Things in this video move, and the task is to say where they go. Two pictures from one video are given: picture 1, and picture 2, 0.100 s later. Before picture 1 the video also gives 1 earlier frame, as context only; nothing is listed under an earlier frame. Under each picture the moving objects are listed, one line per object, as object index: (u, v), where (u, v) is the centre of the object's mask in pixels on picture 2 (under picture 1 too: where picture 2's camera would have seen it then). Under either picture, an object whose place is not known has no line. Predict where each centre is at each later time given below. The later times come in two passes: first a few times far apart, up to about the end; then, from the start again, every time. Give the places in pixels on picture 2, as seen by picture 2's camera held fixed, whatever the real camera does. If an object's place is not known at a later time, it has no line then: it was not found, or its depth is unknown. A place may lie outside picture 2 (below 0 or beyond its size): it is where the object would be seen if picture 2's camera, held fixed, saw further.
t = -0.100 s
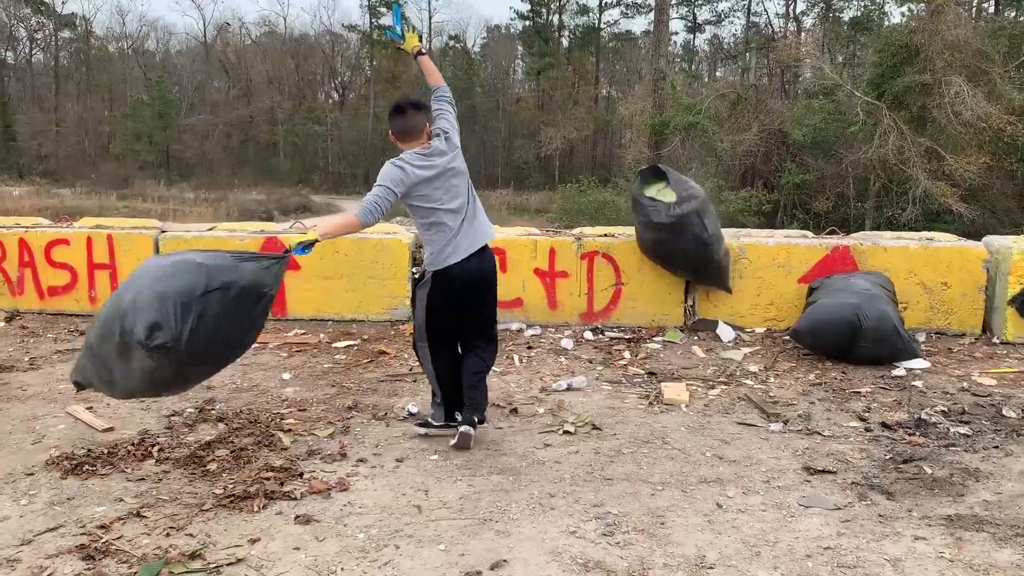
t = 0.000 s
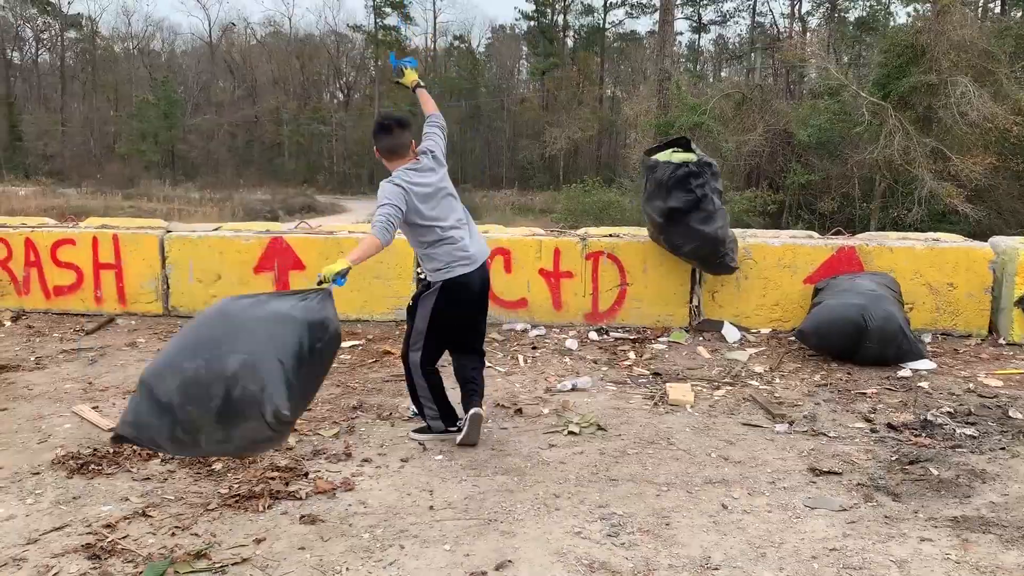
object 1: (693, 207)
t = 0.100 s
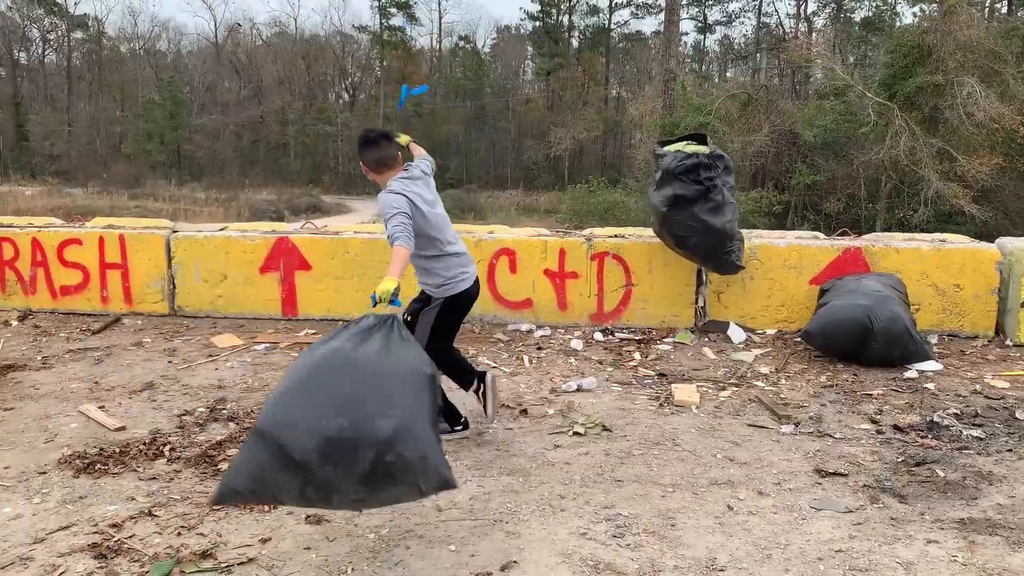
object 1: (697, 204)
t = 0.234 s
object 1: (701, 222)
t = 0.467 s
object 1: (703, 323)
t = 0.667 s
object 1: (705, 316)
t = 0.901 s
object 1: (706, 320)
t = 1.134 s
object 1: (713, 321)
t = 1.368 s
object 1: (724, 322)
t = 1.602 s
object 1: (735, 325)
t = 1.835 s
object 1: (746, 333)
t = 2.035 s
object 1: (749, 335)
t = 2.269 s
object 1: (744, 335)
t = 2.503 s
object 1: (745, 335)
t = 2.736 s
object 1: (745, 336)
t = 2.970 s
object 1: (743, 336)
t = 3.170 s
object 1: (742, 336)
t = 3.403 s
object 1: (741, 336)
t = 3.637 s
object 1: (740, 336)
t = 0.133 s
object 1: (698, 206)
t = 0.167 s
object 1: (699, 210)
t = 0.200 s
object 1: (700, 215)
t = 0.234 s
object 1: (701, 222)
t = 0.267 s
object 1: (701, 231)
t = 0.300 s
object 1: (702, 242)
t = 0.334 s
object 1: (702, 255)
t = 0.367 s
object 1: (702, 269)
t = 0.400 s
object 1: (703, 285)
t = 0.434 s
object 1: (704, 305)
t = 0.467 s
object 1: (703, 323)
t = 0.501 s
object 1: (703, 330)
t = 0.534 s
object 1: (704, 327)
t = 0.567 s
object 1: (705, 324)
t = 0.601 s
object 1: (705, 321)
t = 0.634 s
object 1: (705, 317)
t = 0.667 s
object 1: (705, 316)
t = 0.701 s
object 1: (706, 317)
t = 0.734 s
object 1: (706, 317)
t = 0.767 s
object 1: (706, 319)
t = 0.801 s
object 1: (706, 322)
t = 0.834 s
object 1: (706, 322)
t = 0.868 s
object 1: (706, 322)
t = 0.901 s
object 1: (706, 320)
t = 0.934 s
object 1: (707, 319)
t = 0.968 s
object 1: (708, 319)
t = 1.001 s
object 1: (708, 319)
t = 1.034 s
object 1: (709, 319)
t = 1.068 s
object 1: (710, 320)
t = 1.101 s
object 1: (712, 320)
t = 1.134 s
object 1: (713, 321)
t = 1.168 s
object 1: (715, 321)
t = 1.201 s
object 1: (716, 321)
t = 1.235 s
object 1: (718, 321)
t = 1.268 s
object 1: (720, 321)
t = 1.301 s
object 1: (721, 321)
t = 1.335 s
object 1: (723, 321)
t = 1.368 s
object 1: (724, 322)
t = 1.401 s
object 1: (726, 322)
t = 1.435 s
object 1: (727, 322)
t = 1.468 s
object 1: (729, 323)
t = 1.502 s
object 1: (730, 323)
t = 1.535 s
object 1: (732, 324)
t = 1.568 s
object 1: (734, 324)
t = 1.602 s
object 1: (735, 325)
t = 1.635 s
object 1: (737, 327)
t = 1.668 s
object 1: (739, 328)
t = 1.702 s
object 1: (741, 330)
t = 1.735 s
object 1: (743, 332)
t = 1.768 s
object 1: (744, 333)
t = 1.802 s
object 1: (745, 333)
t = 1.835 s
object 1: (746, 333)
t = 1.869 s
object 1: (747, 333)
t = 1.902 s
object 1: (748, 333)
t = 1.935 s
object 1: (749, 334)
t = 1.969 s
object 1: (749, 334)
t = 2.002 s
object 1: (749, 335)
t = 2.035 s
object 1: (749, 335)
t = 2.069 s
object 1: (748, 335)
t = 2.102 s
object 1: (748, 335)
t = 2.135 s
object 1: (747, 335)
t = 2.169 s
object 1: (747, 335)
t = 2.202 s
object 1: (746, 335)
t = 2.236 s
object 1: (745, 335)
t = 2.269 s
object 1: (744, 335)
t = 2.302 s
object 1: (744, 335)
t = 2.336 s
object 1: (744, 335)
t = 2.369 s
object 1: (744, 335)
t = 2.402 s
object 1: (744, 335)
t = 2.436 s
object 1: (744, 335)
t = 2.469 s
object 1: (744, 335)
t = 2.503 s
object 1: (745, 335)
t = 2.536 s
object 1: (745, 336)
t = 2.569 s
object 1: (745, 336)
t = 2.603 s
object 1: (745, 336)
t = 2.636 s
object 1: (745, 336)
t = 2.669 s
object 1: (745, 336)
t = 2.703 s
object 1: (745, 336)
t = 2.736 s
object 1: (745, 336)
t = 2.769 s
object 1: (745, 336)
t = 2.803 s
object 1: (744, 336)
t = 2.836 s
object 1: (744, 336)
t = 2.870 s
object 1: (744, 336)
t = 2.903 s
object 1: (744, 336)
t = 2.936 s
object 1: (744, 336)
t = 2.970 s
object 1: (743, 336)
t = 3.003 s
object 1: (743, 336)
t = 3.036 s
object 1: (743, 336)
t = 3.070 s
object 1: (743, 336)
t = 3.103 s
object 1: (743, 336)
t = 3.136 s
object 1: (742, 336)
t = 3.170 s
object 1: (742, 336)
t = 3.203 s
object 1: (741, 336)
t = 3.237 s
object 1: (743, 336)
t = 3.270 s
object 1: (742, 336)
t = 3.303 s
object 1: (741, 336)
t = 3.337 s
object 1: (741, 336)
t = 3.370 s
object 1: (742, 336)
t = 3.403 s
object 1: (741, 336)
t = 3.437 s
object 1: (741, 336)
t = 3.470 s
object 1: (741, 336)
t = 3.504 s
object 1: (741, 336)
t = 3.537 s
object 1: (740, 336)
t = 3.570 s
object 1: (740, 336)
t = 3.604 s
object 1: (740, 336)
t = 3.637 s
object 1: (740, 336)
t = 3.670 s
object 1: (740, 336)
